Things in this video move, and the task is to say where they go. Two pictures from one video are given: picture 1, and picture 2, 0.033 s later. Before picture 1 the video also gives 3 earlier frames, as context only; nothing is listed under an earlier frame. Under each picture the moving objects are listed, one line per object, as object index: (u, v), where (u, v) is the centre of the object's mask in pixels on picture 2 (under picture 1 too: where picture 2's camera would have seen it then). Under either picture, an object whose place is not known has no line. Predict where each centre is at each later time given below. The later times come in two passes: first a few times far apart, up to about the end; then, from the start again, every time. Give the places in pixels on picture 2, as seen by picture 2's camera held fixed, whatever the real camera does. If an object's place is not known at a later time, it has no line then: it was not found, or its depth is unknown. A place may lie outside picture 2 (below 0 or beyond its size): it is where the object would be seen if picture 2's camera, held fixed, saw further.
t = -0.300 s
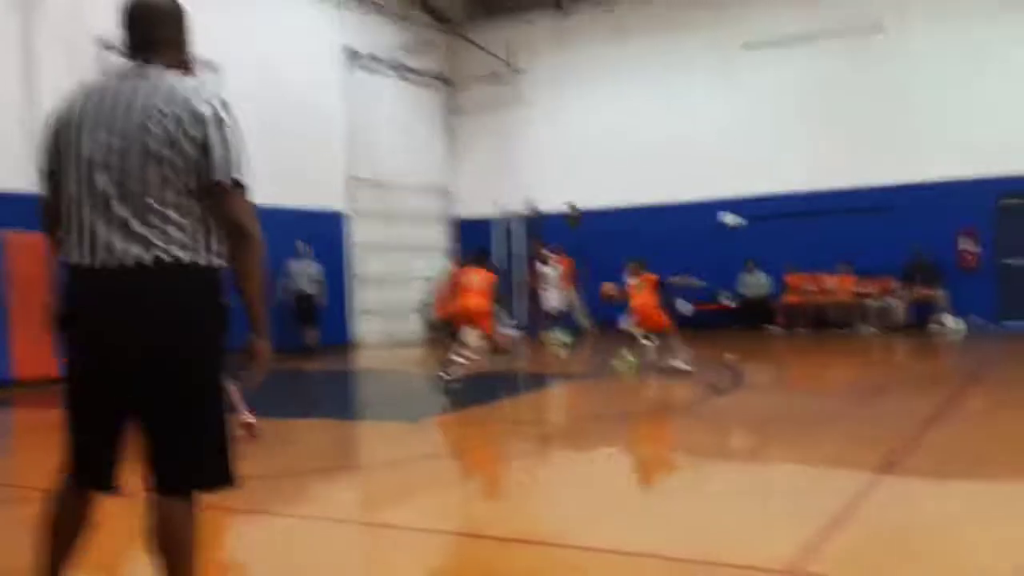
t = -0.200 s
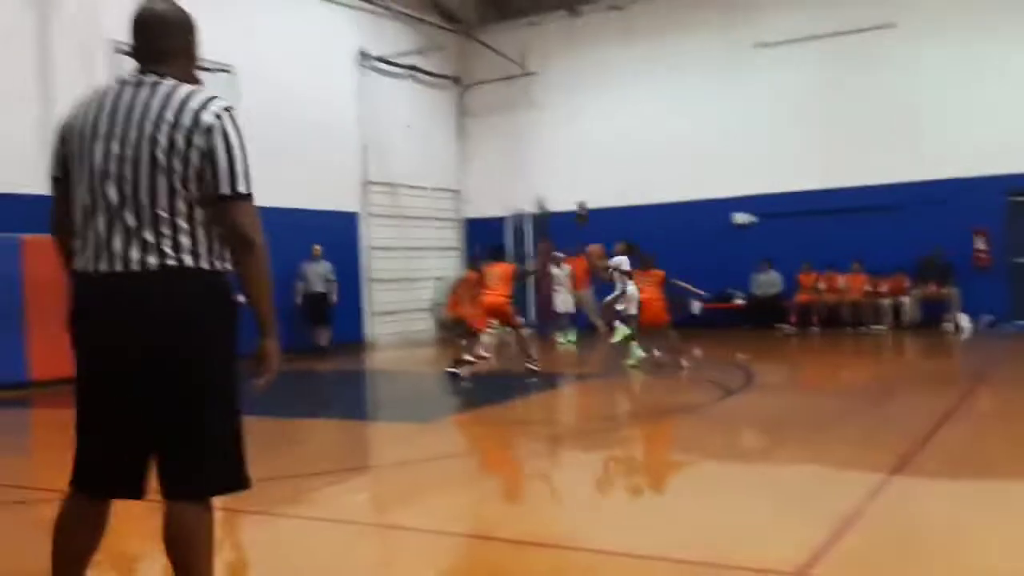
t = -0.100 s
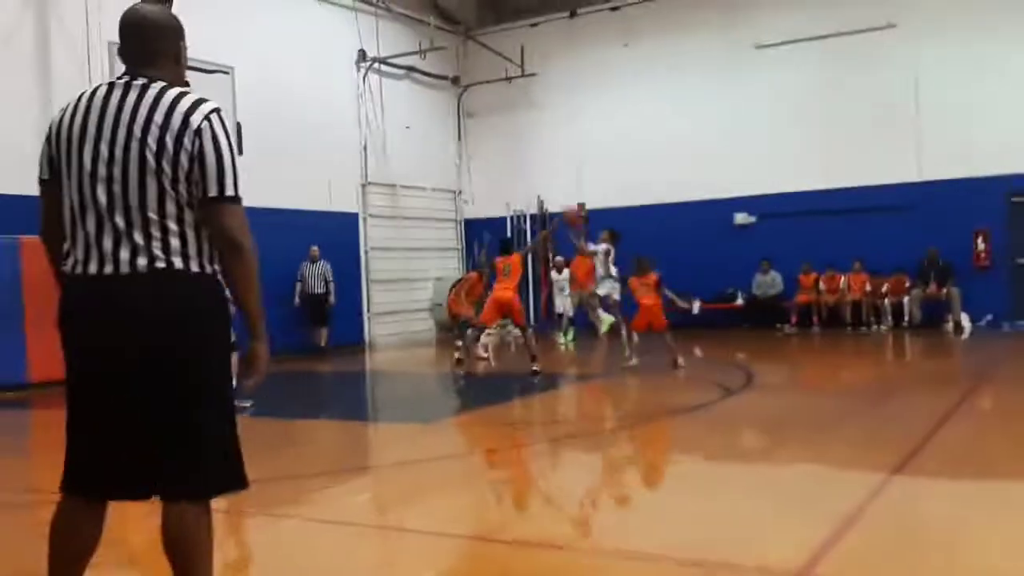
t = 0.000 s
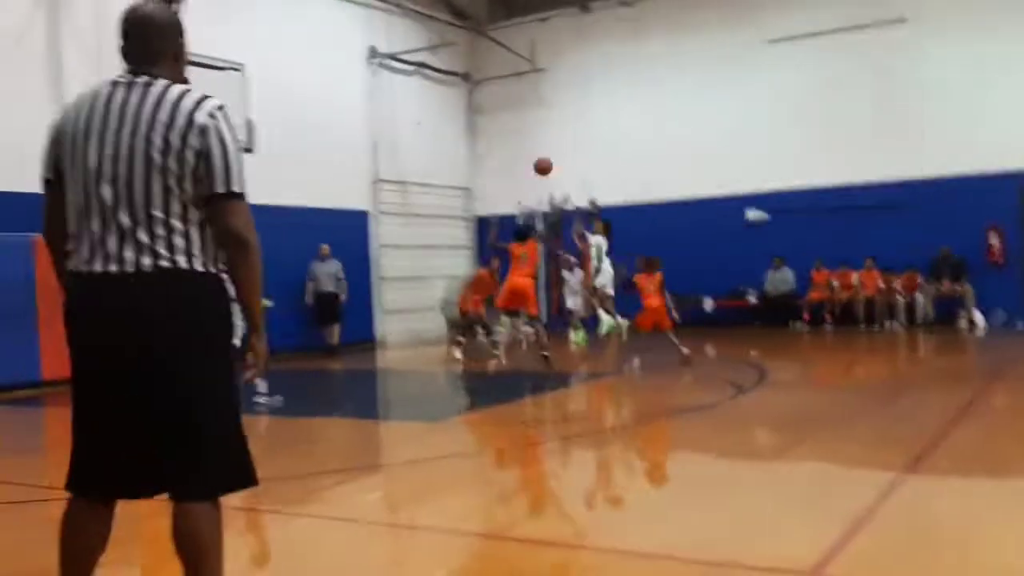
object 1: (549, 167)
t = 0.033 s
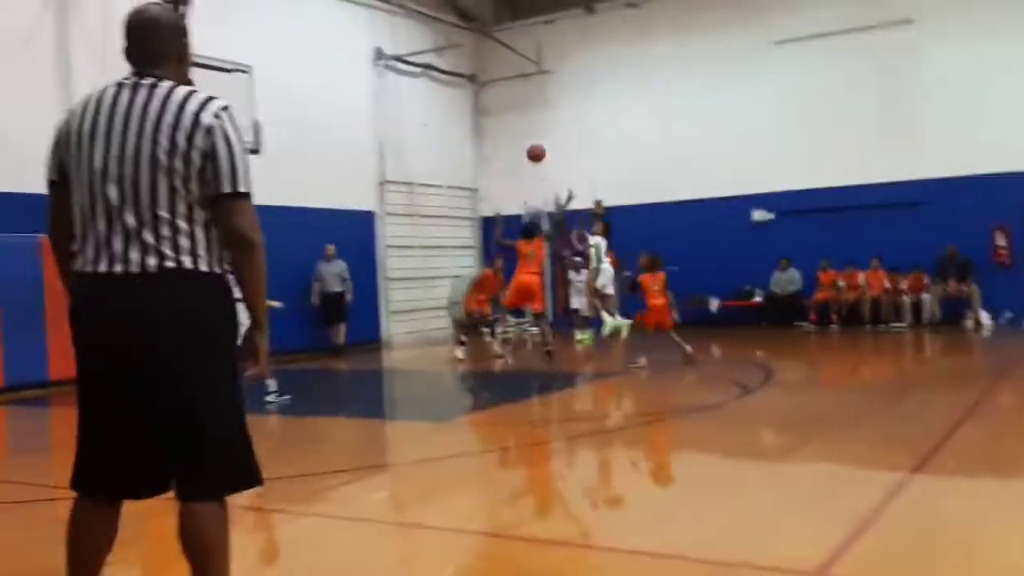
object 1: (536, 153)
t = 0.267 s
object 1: (450, 84)
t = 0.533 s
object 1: (354, 57)
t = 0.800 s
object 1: (263, 88)
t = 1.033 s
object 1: (215, 101)
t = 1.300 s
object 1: (235, 84)
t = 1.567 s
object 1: (259, 128)
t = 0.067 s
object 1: (524, 140)
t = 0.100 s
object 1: (511, 129)
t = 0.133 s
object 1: (499, 118)
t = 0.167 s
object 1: (486, 109)
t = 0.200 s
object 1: (475, 99)
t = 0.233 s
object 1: (462, 91)
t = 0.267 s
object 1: (450, 84)
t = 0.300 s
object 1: (437, 77)
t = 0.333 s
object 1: (426, 72)
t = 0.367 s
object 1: (414, 68)
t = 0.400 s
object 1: (401, 64)
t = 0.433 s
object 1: (390, 60)
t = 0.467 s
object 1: (378, 58)
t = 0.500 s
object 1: (367, 57)
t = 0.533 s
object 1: (354, 57)
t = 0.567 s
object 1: (343, 57)
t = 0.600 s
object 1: (331, 59)
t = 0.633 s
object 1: (319, 62)
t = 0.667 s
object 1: (308, 65)
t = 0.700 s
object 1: (296, 69)
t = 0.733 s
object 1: (285, 75)
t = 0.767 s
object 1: (274, 81)
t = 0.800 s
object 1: (263, 88)
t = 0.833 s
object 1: (252, 97)
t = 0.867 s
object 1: (241, 105)
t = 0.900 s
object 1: (230, 115)
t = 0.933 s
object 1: (221, 120)
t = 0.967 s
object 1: (215, 114)
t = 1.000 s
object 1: (214, 107)
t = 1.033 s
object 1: (215, 101)
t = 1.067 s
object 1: (217, 95)
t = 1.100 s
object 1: (220, 91)
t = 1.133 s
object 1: (222, 88)
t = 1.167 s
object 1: (225, 85)
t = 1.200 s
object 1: (227, 83)
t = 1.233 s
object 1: (230, 82)
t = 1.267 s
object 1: (232, 83)
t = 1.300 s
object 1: (235, 84)
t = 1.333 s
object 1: (237, 86)
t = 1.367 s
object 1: (240, 89)
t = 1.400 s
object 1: (243, 93)
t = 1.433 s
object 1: (246, 98)
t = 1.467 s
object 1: (249, 104)
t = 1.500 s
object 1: (252, 111)
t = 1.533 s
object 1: (255, 118)
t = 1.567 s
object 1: (259, 128)
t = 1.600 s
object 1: (262, 137)
